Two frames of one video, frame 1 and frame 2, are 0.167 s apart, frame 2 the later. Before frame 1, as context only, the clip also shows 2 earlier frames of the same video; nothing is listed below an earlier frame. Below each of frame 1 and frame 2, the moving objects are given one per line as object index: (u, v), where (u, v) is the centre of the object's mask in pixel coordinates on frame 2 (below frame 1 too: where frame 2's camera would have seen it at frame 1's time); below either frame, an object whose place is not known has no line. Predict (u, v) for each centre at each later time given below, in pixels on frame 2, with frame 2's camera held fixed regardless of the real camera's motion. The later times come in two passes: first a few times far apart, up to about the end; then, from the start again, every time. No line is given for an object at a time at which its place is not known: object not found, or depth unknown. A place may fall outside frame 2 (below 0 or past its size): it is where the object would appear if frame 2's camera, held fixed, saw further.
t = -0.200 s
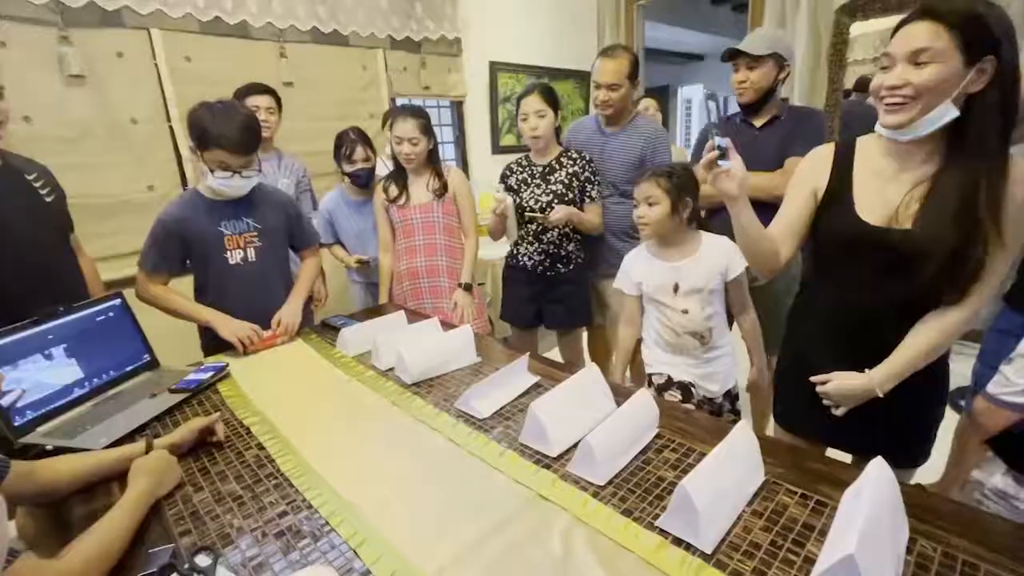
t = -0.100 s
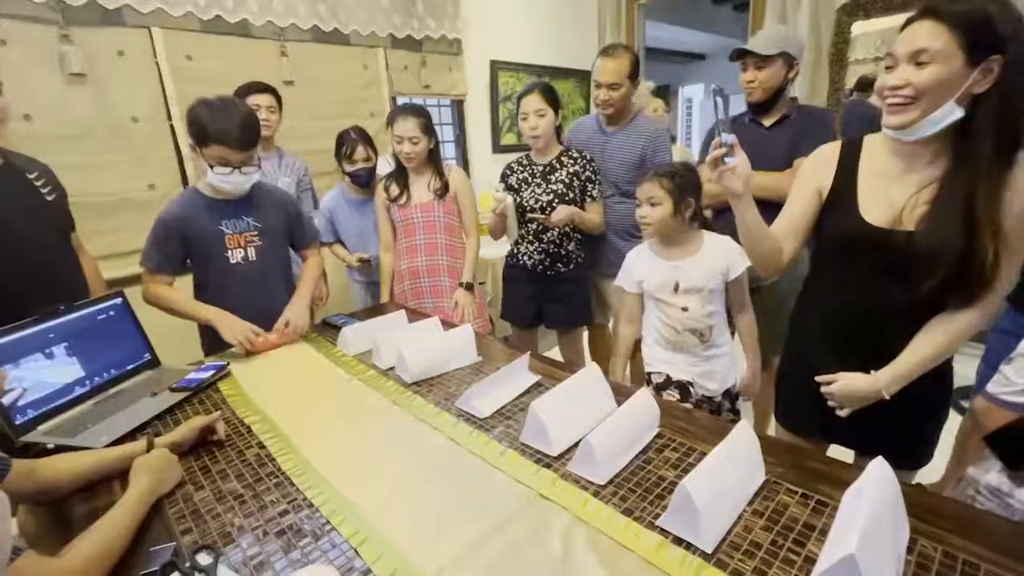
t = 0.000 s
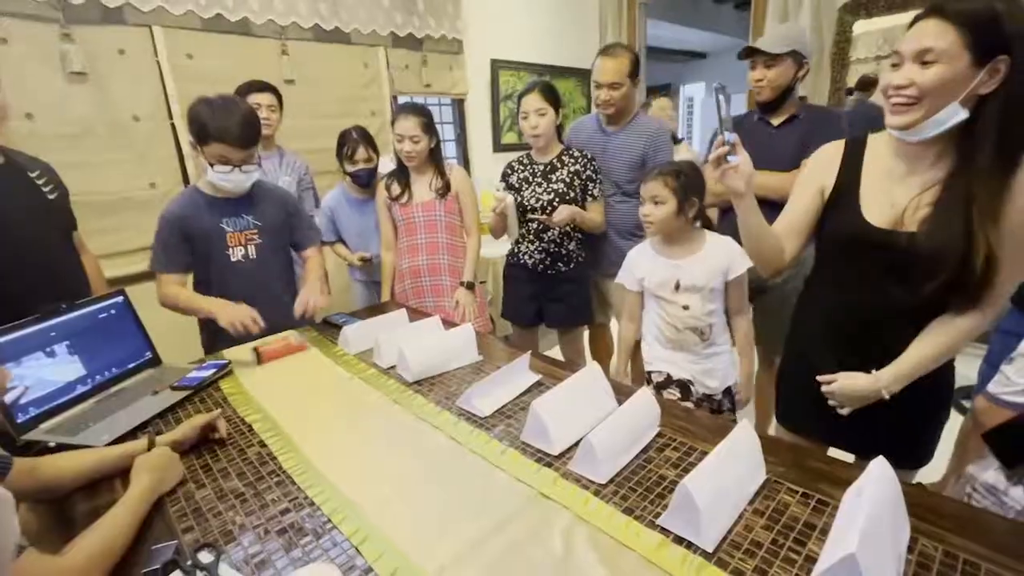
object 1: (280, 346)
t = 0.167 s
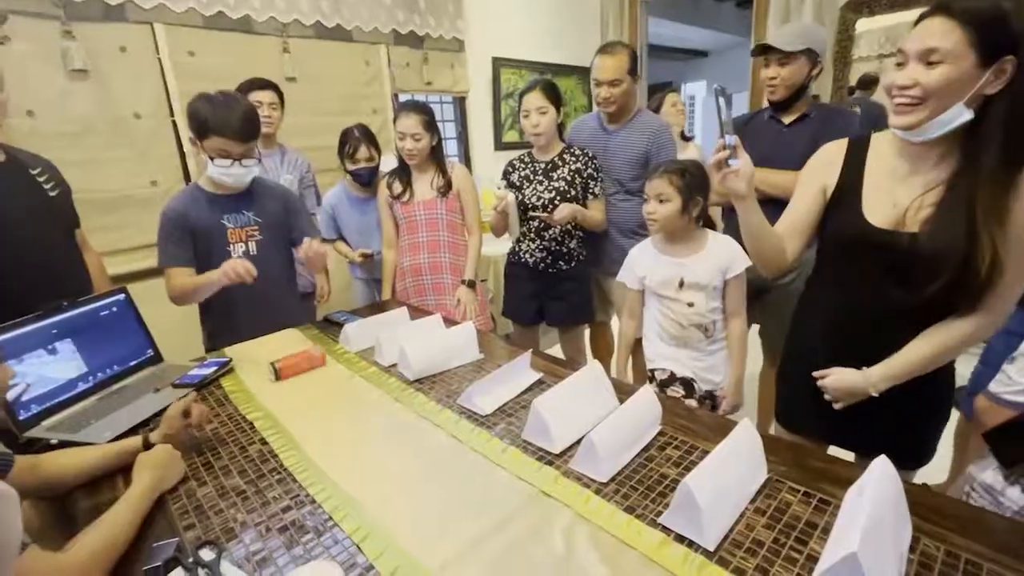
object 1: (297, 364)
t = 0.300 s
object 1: (315, 378)
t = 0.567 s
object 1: (352, 414)
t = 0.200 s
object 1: (301, 367)
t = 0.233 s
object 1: (304, 371)
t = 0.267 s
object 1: (309, 375)
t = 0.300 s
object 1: (315, 378)
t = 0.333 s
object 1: (319, 382)
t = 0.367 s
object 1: (323, 387)
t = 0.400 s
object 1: (327, 391)
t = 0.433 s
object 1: (333, 395)
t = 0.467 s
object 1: (338, 399)
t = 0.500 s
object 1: (342, 404)
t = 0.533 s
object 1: (346, 409)
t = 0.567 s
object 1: (352, 414)
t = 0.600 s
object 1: (357, 418)
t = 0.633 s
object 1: (363, 423)
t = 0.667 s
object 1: (368, 428)
